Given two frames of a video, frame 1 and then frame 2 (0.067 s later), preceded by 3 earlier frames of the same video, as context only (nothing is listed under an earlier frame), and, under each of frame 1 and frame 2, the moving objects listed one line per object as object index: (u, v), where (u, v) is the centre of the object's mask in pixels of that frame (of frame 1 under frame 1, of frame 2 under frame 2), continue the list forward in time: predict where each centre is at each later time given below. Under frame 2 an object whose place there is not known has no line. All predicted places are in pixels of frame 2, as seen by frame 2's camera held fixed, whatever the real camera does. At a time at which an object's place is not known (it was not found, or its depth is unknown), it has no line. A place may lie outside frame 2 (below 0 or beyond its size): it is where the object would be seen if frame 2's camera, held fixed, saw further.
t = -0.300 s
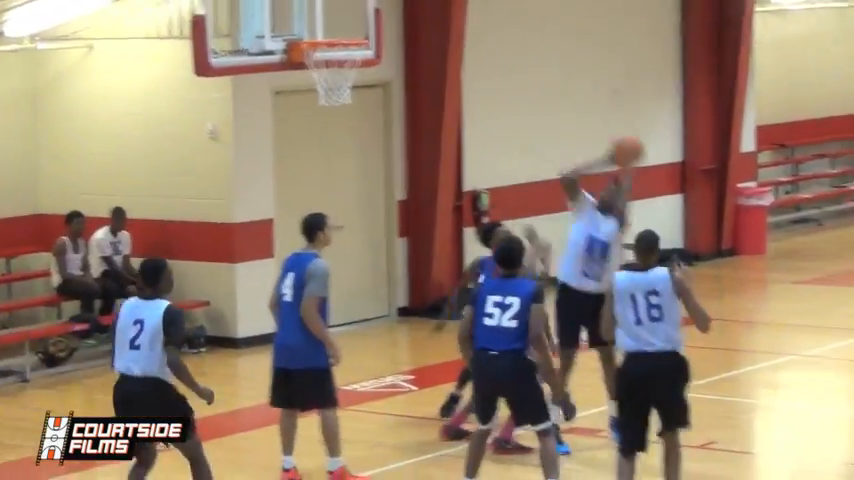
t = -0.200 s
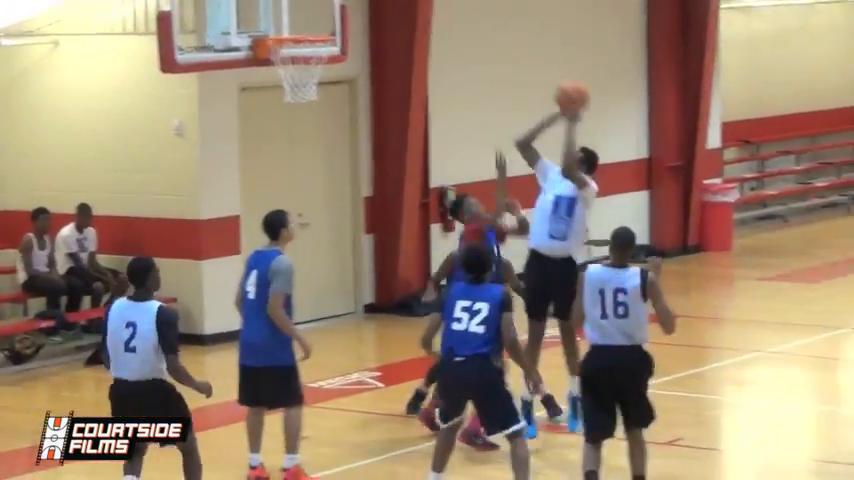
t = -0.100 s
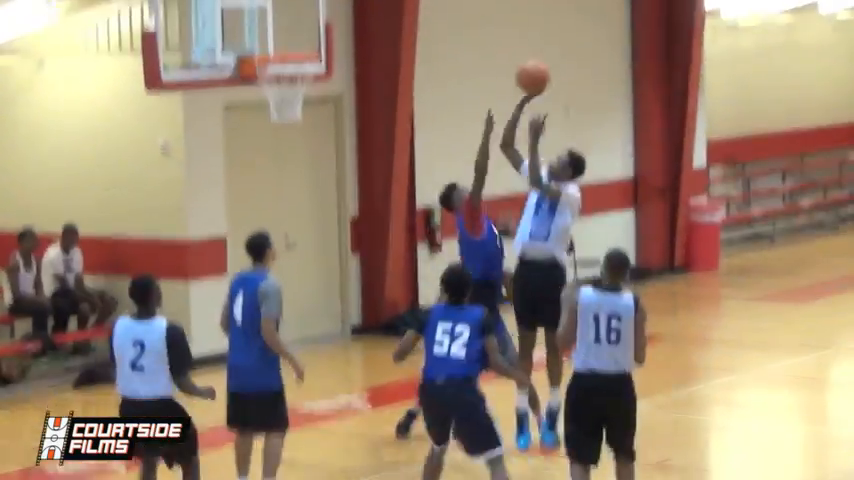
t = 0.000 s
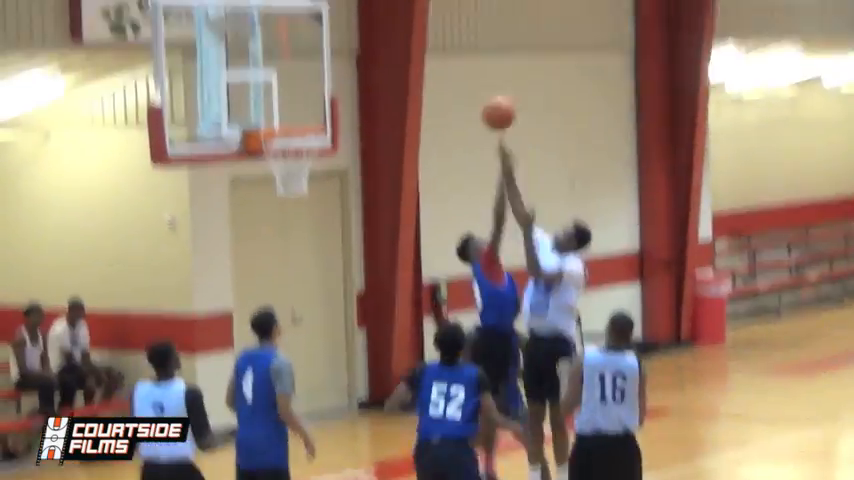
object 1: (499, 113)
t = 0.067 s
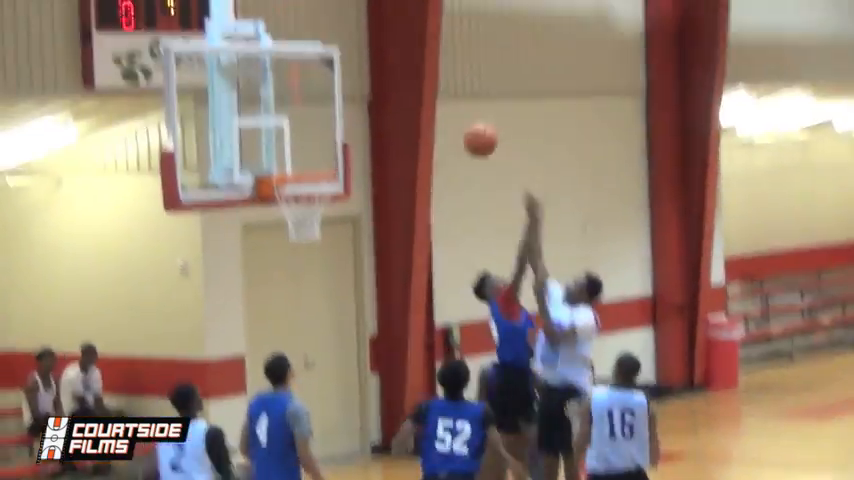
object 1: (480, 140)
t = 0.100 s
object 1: (466, 135)
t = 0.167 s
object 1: (437, 129)
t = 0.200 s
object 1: (422, 127)
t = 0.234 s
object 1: (408, 127)
